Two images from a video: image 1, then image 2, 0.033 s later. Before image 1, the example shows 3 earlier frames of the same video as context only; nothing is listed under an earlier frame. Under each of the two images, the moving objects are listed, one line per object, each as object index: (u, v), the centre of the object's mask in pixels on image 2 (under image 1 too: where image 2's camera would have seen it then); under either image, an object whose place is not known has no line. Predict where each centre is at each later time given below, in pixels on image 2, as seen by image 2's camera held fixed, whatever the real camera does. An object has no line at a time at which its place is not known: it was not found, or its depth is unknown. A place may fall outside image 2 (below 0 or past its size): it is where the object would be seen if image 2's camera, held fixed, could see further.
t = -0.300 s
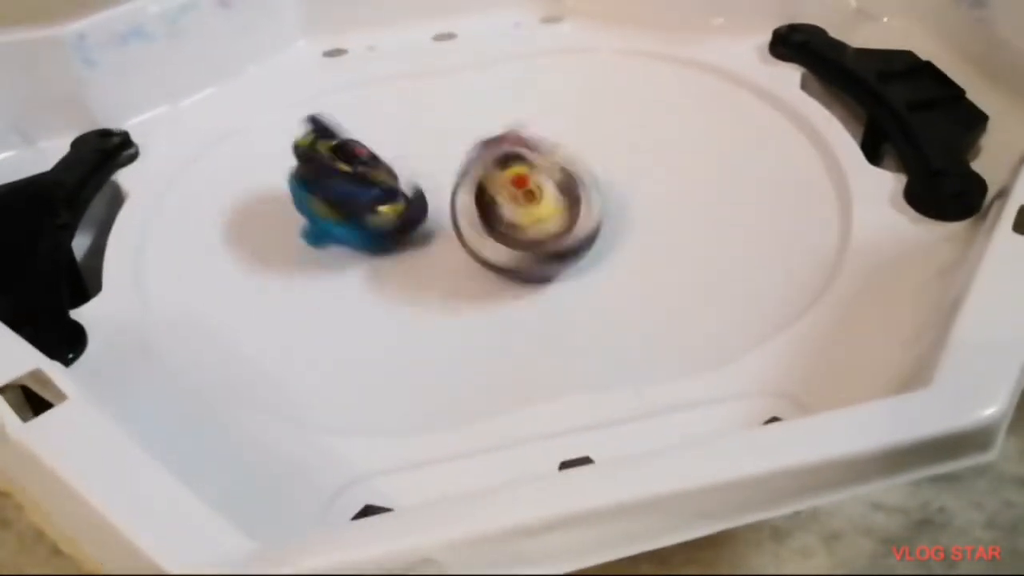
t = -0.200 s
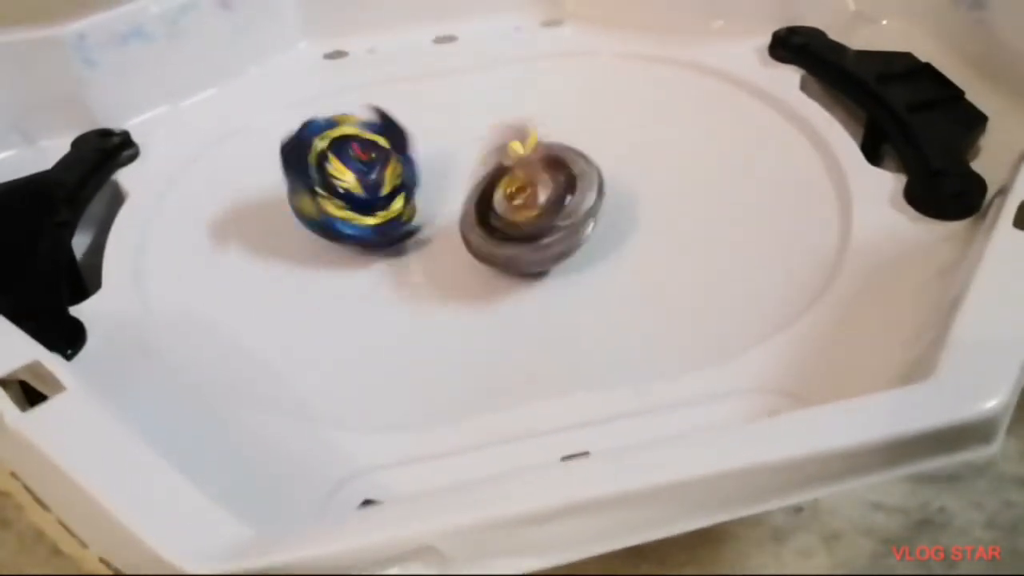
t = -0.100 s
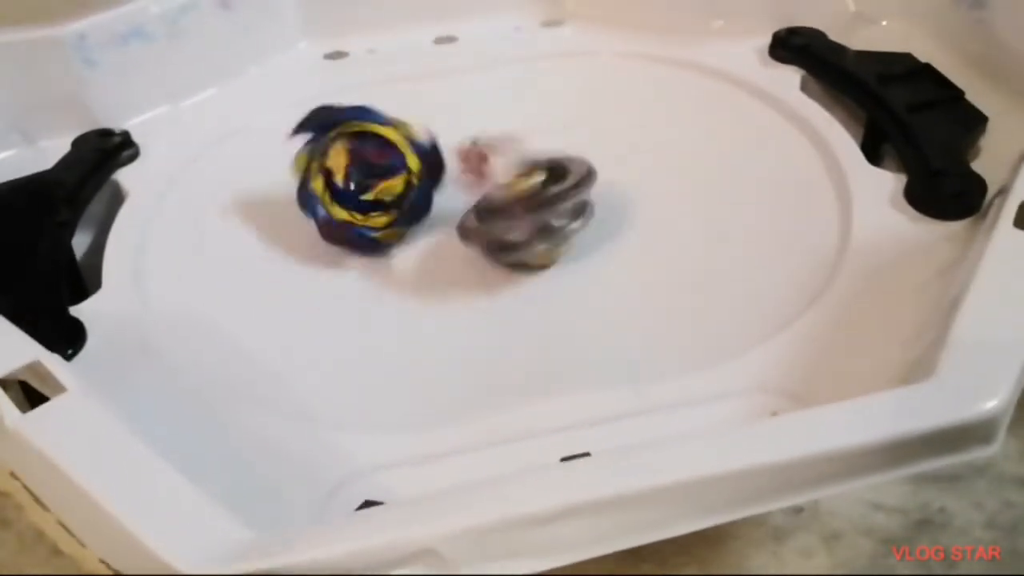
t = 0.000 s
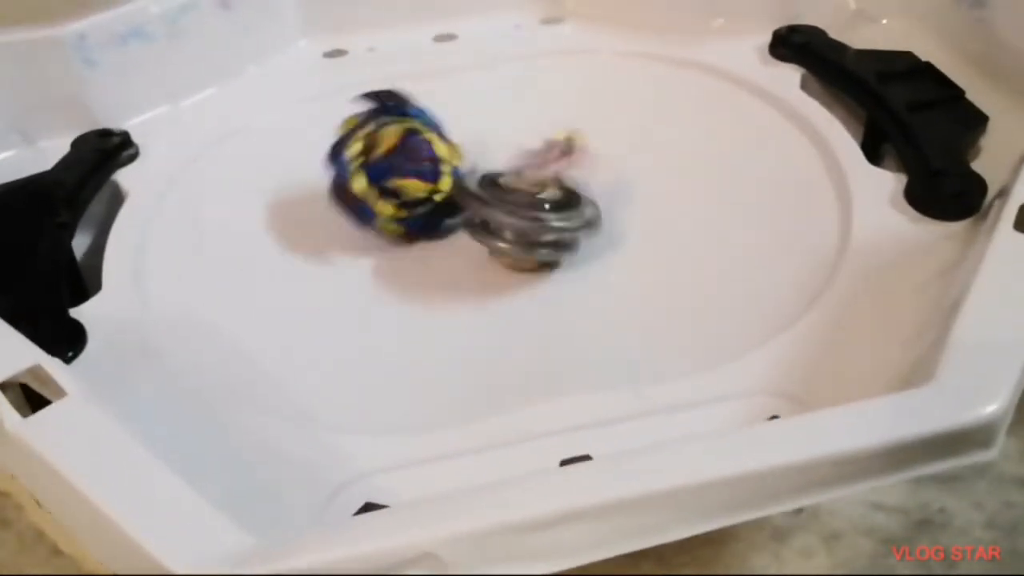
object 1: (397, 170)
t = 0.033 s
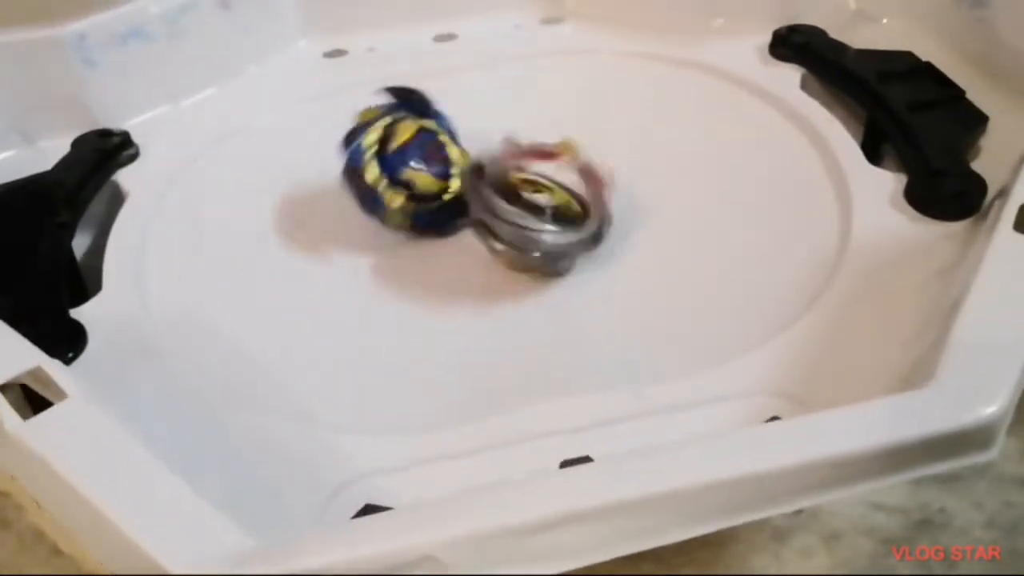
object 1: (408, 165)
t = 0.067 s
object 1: (414, 159)
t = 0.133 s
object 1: (421, 144)
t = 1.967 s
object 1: (413, 158)
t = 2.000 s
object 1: (414, 158)
